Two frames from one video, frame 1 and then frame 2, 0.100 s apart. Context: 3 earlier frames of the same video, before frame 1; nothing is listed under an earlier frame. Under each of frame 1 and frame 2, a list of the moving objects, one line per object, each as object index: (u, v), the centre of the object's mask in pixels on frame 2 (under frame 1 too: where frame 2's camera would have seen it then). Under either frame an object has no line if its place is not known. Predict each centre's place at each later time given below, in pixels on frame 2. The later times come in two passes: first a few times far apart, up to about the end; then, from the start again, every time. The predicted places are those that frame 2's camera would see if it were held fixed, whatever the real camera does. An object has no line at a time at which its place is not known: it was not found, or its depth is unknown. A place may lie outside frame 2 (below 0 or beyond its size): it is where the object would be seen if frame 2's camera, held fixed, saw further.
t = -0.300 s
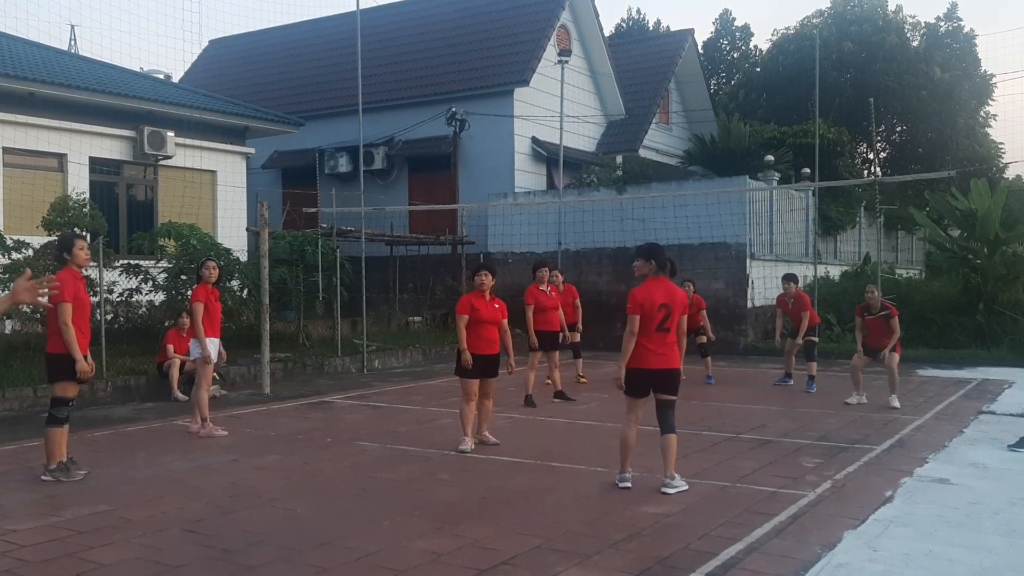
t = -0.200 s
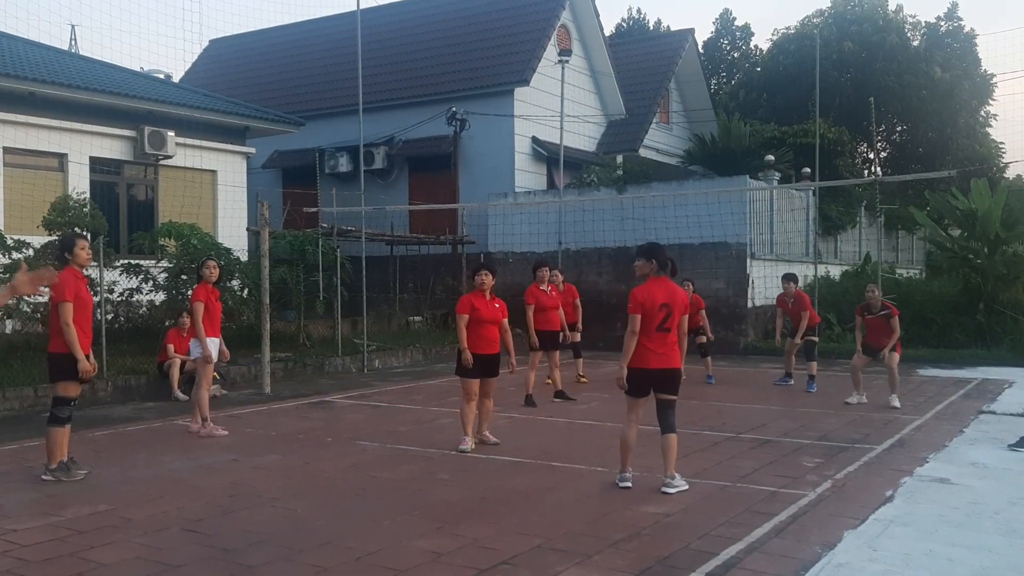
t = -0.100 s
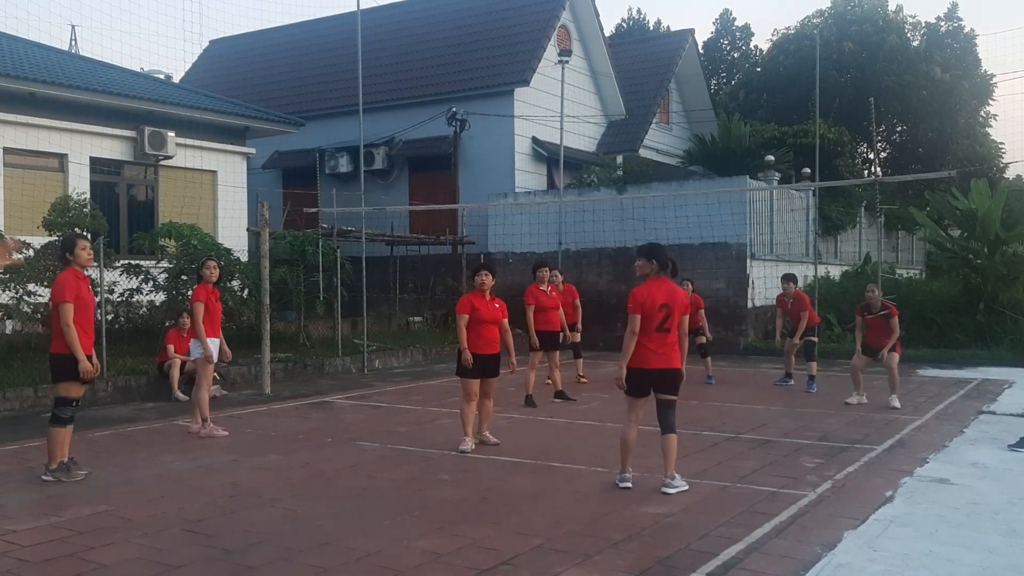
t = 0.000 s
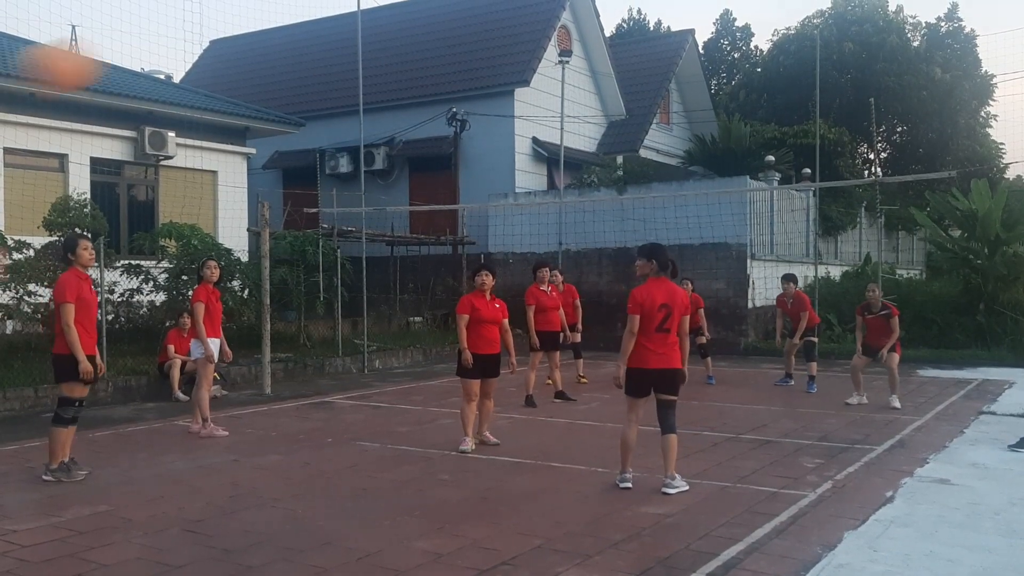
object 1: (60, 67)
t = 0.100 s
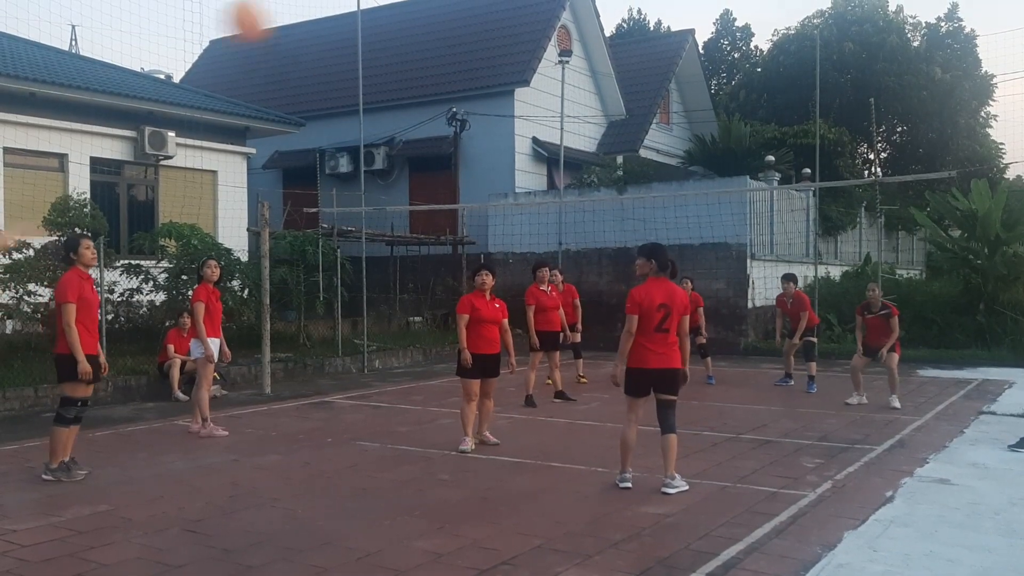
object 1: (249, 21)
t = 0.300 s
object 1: (443, 19)
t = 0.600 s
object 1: (575, 102)
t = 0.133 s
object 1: (293, 17)
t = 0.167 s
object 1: (332, 15)
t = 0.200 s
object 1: (367, 13)
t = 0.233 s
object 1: (396, 14)
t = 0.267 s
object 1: (421, 15)
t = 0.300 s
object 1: (443, 19)
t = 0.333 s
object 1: (464, 25)
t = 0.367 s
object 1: (482, 32)
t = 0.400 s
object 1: (499, 40)
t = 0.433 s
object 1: (515, 49)
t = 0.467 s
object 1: (528, 58)
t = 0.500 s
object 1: (540, 68)
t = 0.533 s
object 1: (554, 79)
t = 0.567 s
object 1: (565, 90)
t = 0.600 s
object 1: (575, 102)
